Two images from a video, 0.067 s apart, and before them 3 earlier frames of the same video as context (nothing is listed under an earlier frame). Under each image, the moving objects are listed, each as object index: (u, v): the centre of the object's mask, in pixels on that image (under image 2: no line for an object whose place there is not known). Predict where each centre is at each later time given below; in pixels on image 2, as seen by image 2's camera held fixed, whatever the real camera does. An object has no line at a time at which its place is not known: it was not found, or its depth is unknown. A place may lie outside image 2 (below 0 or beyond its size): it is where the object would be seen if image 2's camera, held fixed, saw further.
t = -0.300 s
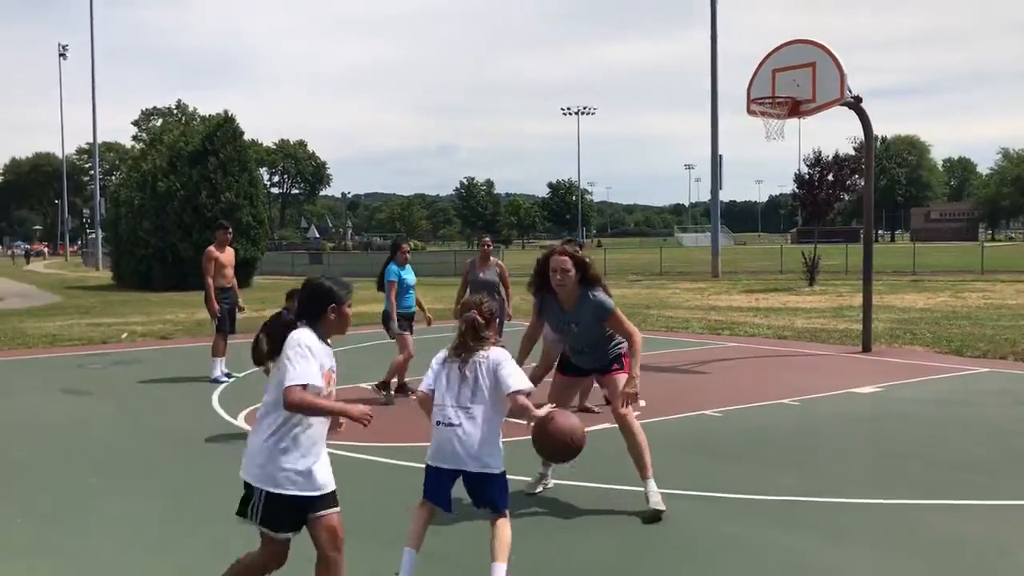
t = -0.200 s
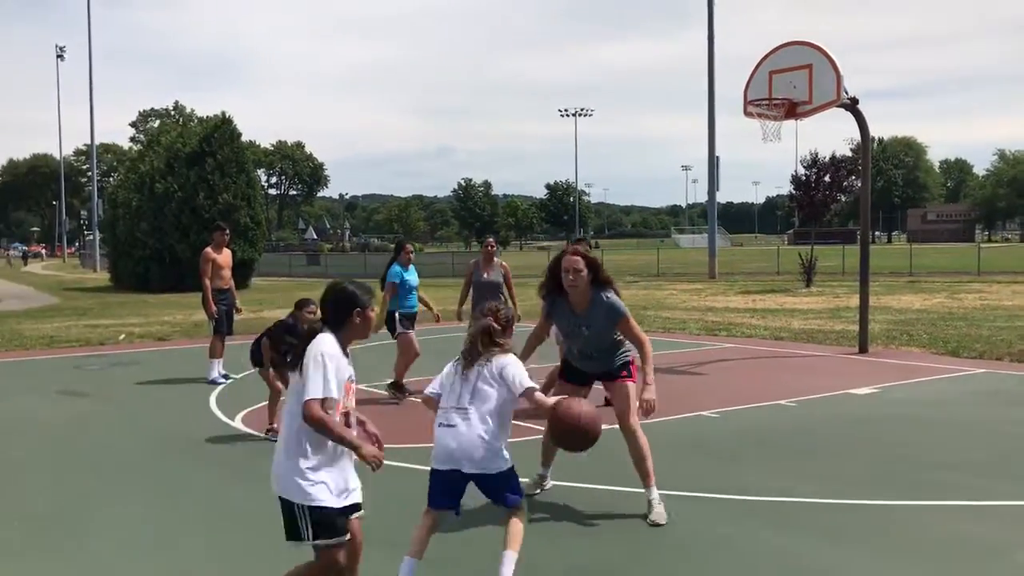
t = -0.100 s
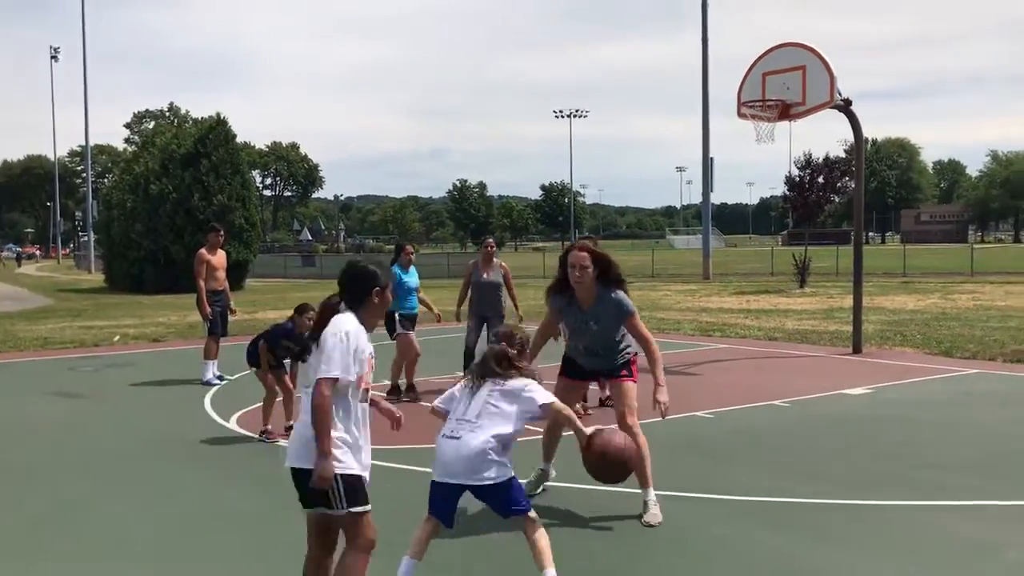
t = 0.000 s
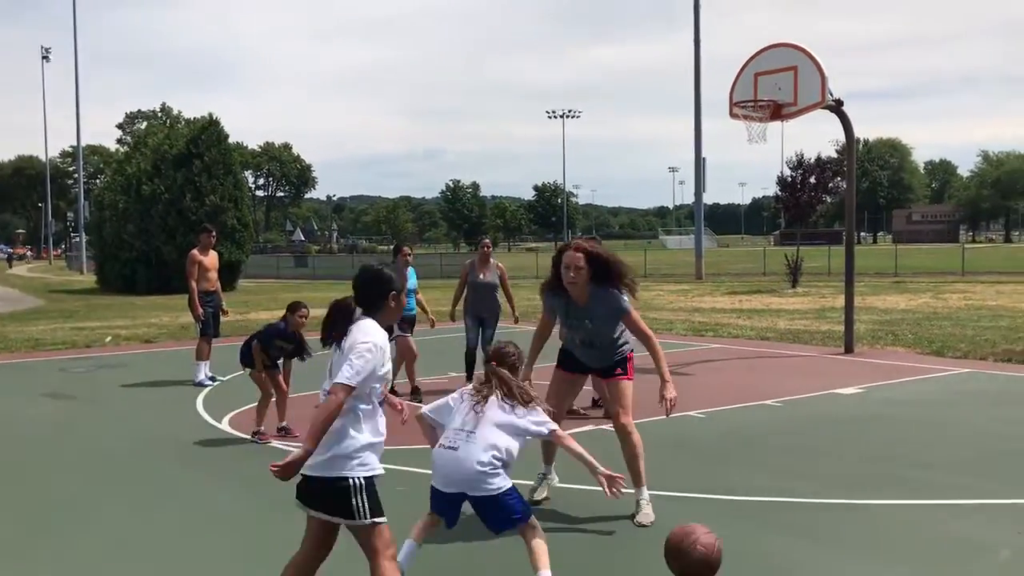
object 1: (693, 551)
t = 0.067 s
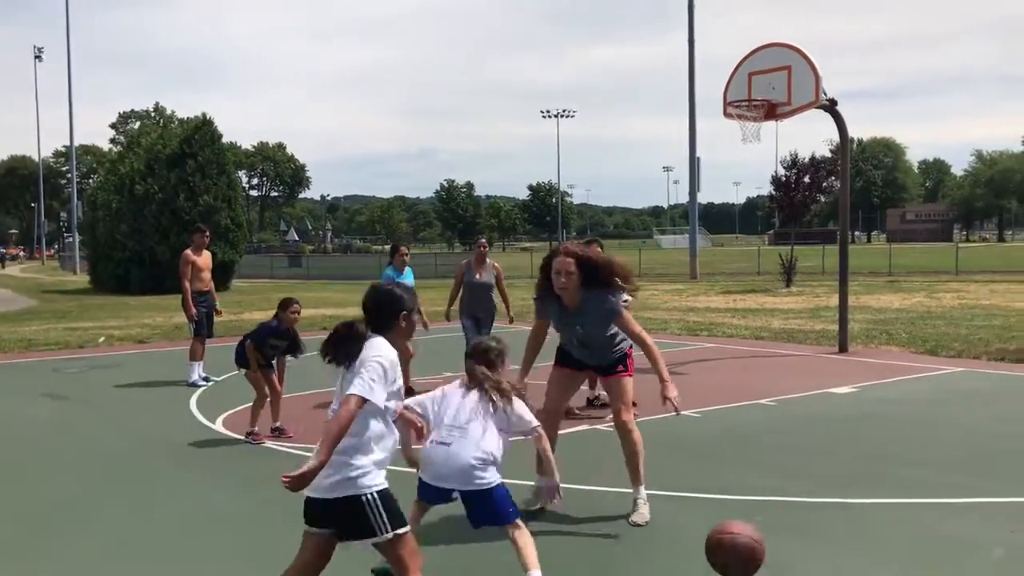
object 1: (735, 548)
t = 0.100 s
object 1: (755, 528)
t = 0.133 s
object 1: (775, 508)
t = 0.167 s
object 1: (798, 492)
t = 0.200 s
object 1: (819, 477)
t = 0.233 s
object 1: (842, 465)
